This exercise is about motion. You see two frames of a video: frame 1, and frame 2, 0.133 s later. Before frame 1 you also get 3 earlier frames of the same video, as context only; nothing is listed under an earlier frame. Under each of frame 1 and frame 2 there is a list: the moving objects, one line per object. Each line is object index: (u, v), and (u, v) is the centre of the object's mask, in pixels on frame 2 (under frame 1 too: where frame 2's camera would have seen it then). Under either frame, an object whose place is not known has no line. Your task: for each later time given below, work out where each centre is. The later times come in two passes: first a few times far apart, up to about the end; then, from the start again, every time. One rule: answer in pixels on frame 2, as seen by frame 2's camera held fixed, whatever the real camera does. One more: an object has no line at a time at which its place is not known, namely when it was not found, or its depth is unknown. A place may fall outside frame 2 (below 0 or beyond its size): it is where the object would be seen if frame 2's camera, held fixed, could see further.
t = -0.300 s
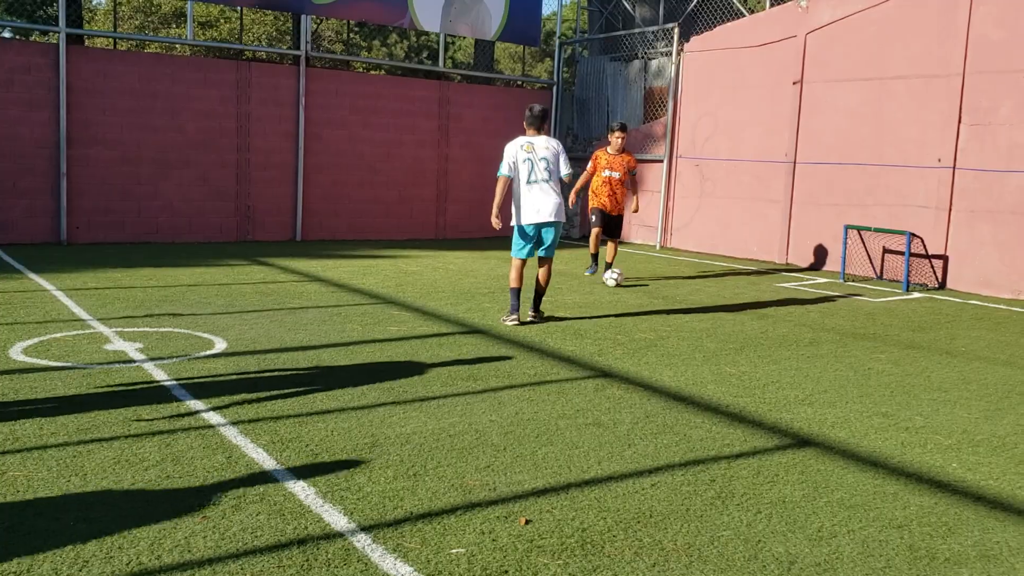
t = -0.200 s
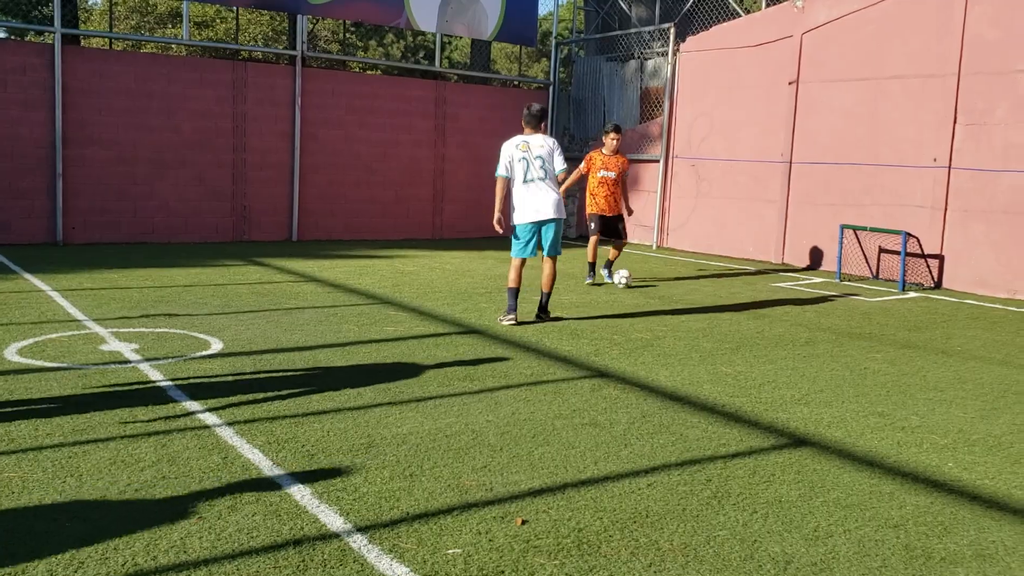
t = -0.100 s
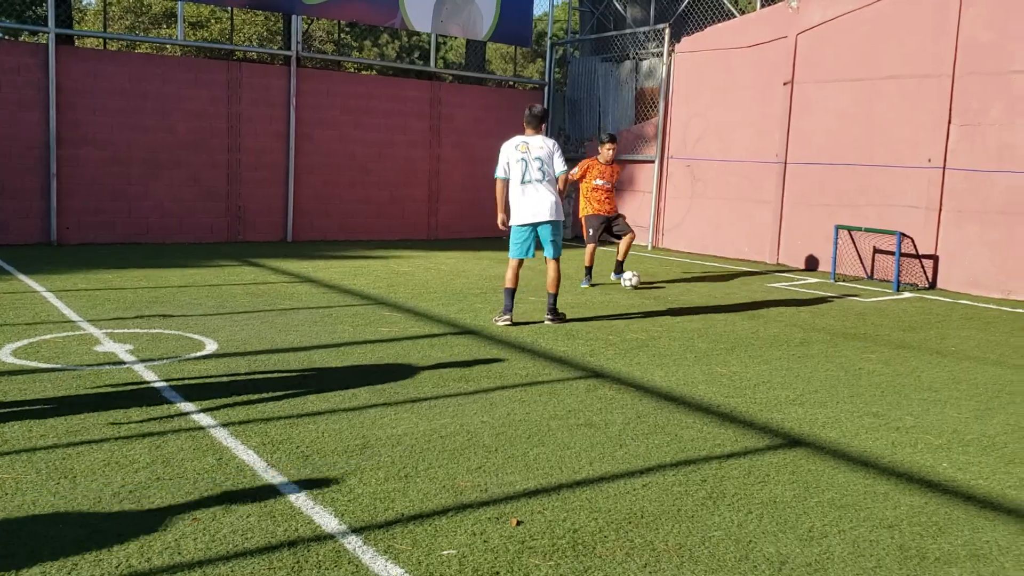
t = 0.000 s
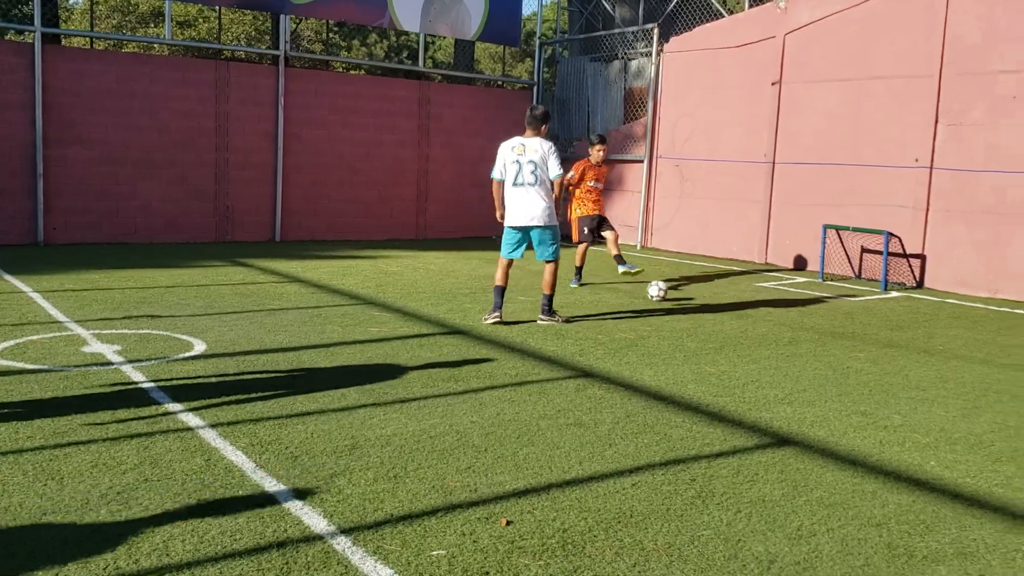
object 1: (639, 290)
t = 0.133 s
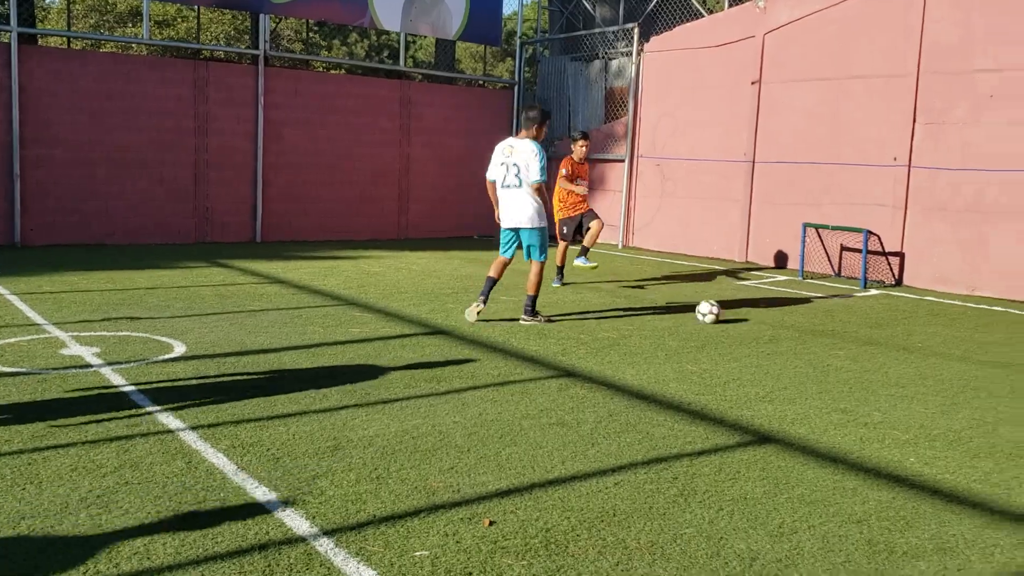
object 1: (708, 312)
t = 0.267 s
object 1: (790, 337)
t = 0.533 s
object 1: (1004, 403)
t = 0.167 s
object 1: (727, 316)
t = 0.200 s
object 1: (747, 322)
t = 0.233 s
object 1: (768, 330)
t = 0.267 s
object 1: (790, 337)
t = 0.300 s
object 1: (813, 345)
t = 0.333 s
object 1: (837, 351)
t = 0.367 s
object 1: (862, 359)
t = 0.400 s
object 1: (888, 367)
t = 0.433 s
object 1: (916, 377)
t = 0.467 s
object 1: (944, 386)
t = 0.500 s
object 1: (973, 394)
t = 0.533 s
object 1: (1004, 403)
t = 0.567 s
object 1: (1038, 415)
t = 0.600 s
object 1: (1072, 424)
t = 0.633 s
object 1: (1109, 434)
